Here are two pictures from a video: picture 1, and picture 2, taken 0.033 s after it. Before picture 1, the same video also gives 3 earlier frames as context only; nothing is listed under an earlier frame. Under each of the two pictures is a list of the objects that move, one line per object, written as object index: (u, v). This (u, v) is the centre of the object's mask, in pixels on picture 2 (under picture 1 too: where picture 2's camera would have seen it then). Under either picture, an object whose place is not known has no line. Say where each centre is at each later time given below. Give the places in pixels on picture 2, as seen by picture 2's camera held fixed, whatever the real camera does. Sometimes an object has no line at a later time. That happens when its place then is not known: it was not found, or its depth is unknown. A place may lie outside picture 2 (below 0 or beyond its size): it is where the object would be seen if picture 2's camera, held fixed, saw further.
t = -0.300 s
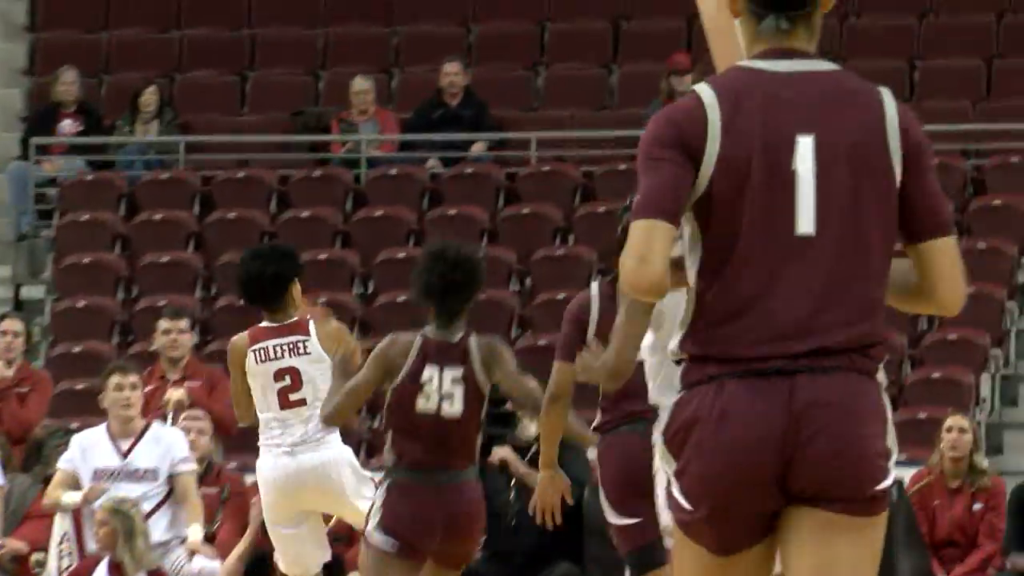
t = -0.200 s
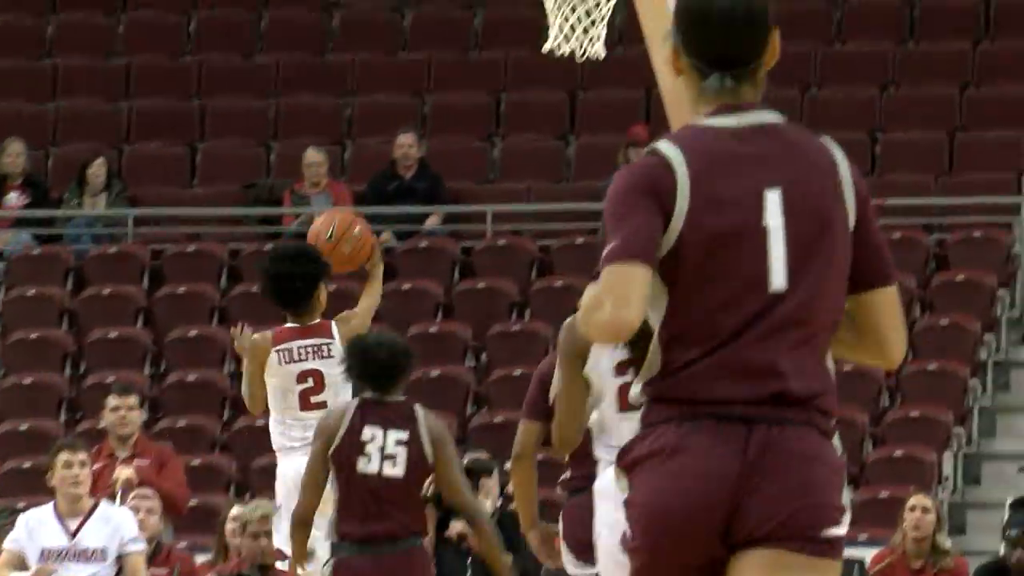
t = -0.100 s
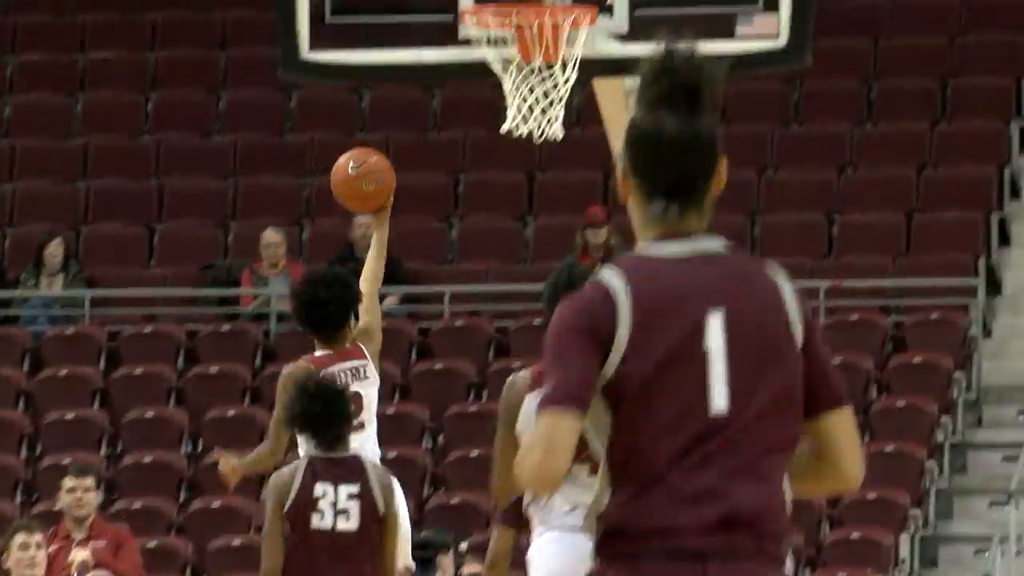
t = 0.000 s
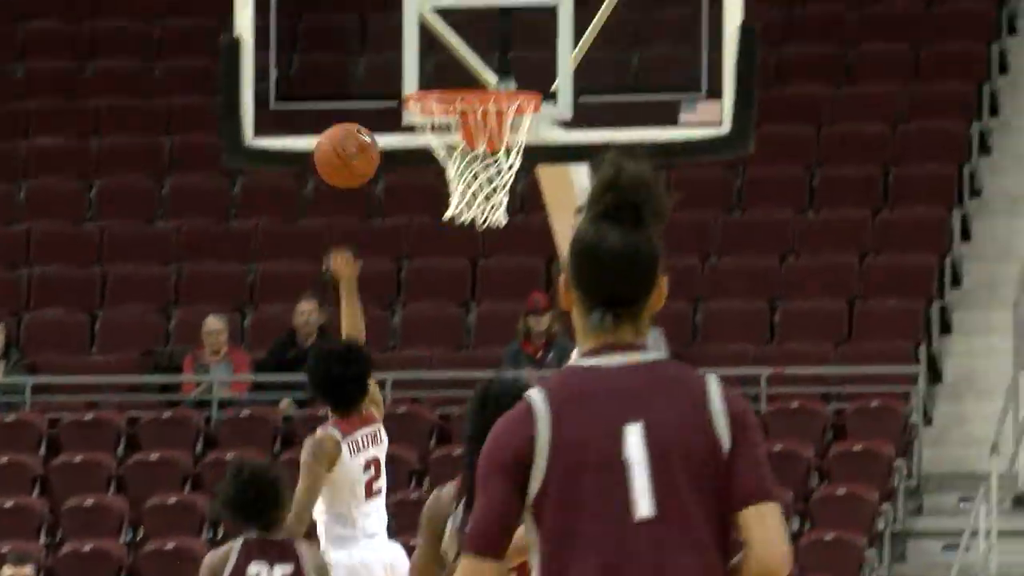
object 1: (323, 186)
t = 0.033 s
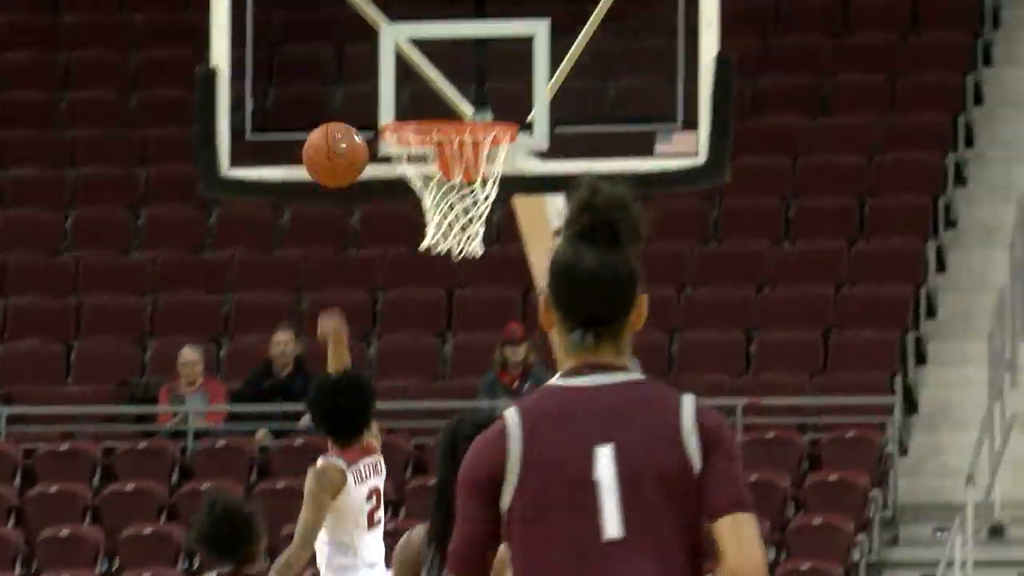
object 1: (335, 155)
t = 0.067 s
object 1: (347, 127)
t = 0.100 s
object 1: (358, 101)
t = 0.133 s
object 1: (369, 79)
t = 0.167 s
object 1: (374, 63)
